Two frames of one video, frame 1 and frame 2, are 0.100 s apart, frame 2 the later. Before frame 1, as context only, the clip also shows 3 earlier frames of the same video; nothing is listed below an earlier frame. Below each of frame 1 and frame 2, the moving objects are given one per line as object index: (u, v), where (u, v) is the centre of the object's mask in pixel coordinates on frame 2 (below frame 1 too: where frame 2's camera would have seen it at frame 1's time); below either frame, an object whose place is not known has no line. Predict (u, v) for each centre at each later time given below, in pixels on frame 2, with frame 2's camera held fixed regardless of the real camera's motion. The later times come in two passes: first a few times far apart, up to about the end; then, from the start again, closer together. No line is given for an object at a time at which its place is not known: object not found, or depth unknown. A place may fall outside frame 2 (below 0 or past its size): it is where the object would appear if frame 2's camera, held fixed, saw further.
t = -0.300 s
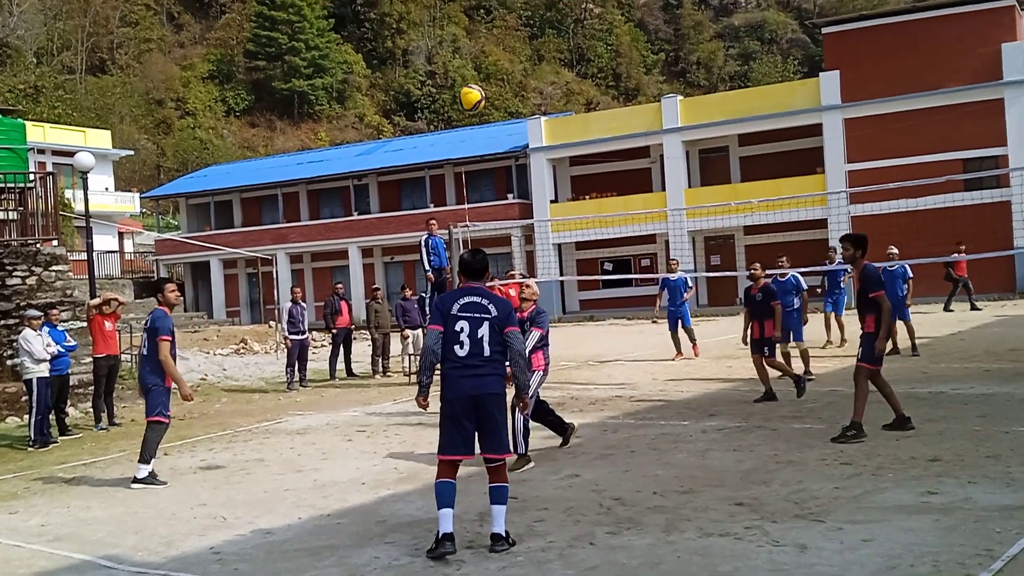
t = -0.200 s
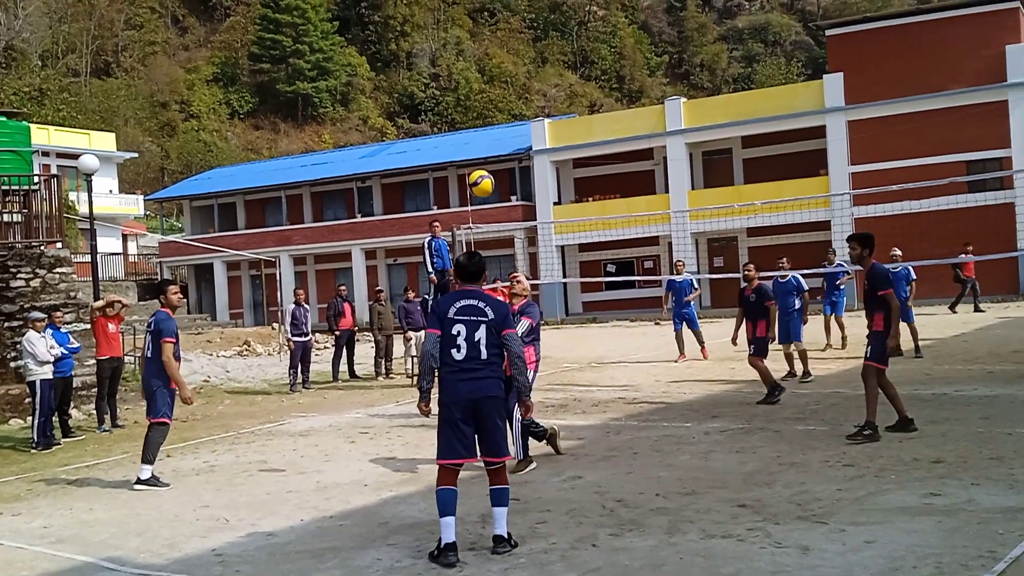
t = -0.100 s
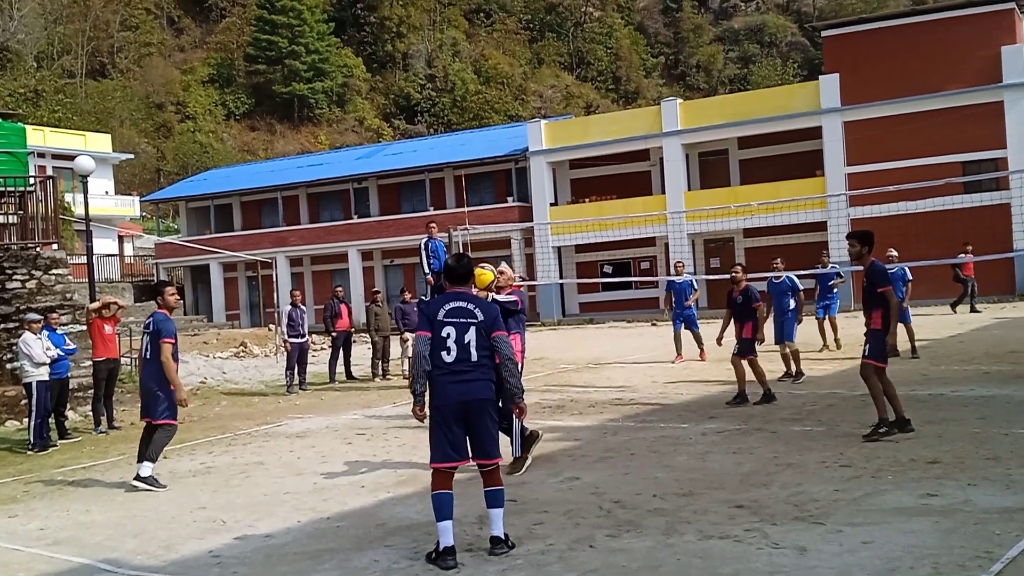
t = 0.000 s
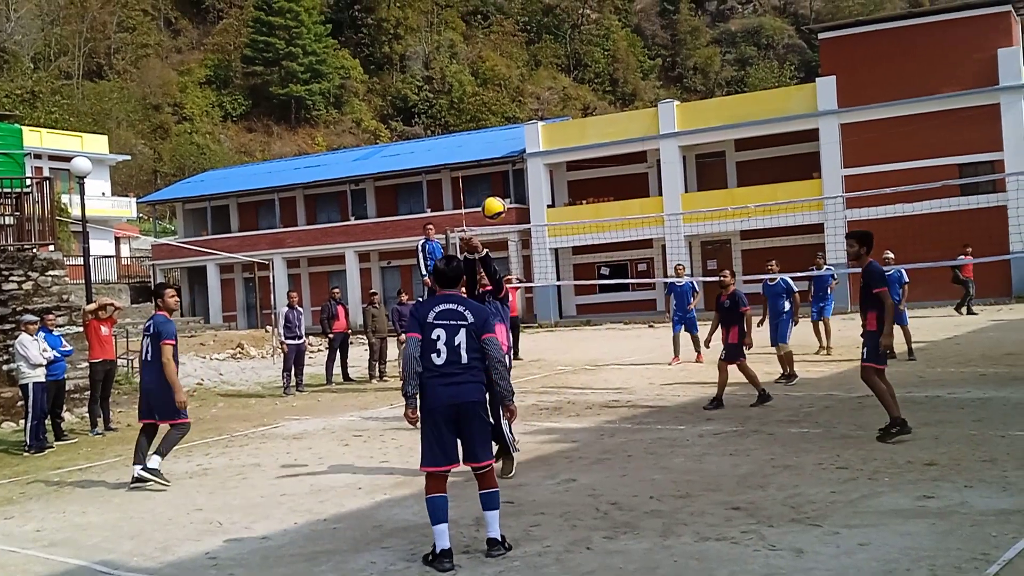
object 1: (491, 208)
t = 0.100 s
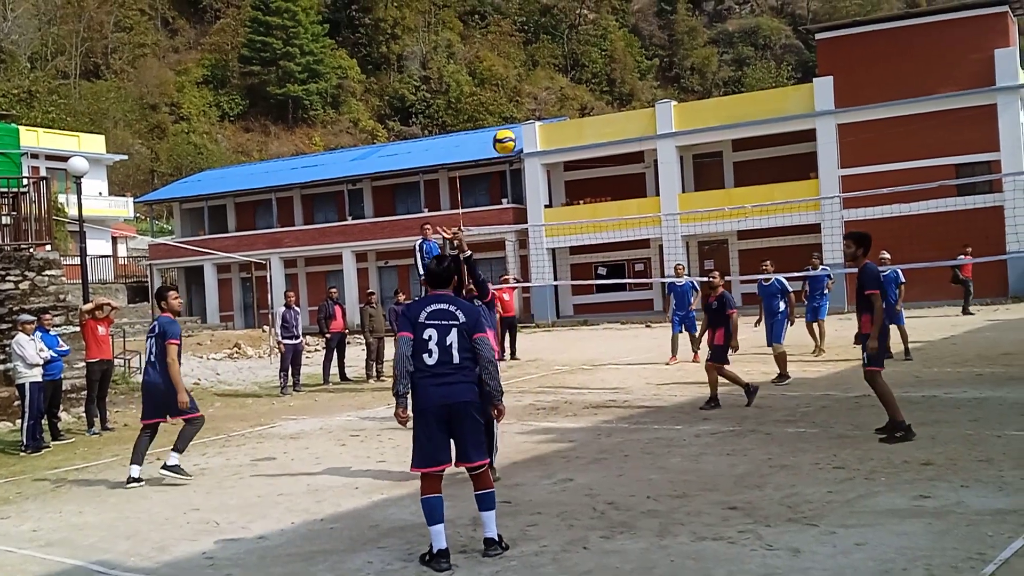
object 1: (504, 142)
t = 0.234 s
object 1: (523, 77)
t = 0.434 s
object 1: (549, 22)
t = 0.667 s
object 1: (580, 16)
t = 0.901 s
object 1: (610, 62)
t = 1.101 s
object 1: (634, 136)
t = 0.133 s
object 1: (509, 123)
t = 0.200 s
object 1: (519, 90)
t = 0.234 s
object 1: (523, 77)
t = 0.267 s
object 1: (528, 64)
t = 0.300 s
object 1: (532, 53)
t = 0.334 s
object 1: (536, 43)
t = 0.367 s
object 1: (540, 35)
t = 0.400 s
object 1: (545, 27)
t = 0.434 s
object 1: (549, 22)
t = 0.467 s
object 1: (553, 18)
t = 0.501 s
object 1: (558, 15)
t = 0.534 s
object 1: (562, 14)
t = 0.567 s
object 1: (567, 13)
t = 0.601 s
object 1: (572, 14)
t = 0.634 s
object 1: (576, 14)
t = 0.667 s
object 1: (580, 16)
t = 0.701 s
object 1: (584, 19)
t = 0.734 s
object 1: (588, 24)
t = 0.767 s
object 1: (593, 29)
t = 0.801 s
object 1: (597, 35)
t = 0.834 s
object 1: (602, 44)
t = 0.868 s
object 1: (606, 53)
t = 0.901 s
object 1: (610, 62)
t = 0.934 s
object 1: (614, 72)
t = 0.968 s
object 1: (618, 84)
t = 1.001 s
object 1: (622, 96)
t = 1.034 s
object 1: (626, 108)
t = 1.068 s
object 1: (630, 122)
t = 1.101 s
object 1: (634, 136)
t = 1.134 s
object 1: (638, 151)
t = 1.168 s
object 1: (642, 167)
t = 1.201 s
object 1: (646, 183)
